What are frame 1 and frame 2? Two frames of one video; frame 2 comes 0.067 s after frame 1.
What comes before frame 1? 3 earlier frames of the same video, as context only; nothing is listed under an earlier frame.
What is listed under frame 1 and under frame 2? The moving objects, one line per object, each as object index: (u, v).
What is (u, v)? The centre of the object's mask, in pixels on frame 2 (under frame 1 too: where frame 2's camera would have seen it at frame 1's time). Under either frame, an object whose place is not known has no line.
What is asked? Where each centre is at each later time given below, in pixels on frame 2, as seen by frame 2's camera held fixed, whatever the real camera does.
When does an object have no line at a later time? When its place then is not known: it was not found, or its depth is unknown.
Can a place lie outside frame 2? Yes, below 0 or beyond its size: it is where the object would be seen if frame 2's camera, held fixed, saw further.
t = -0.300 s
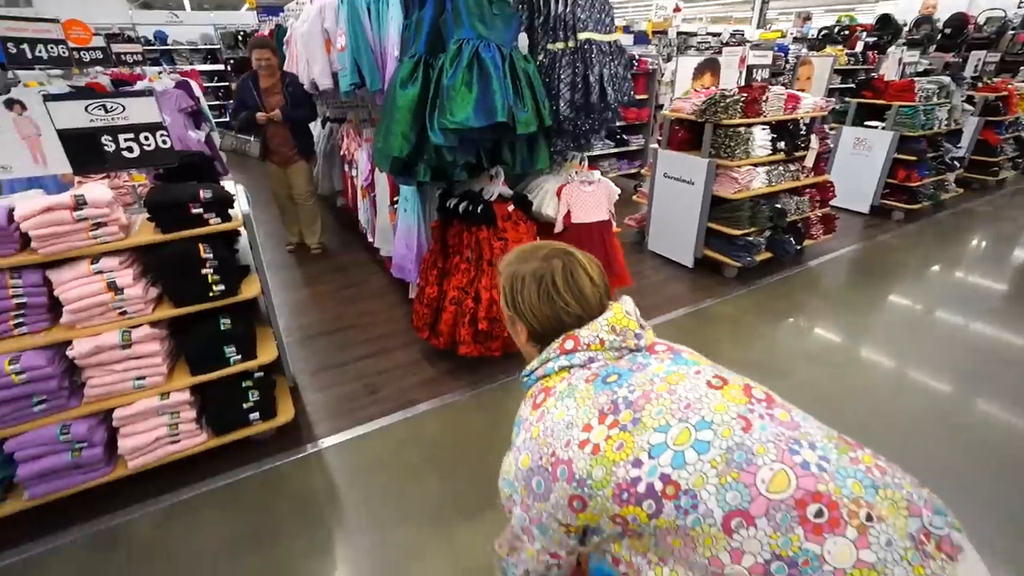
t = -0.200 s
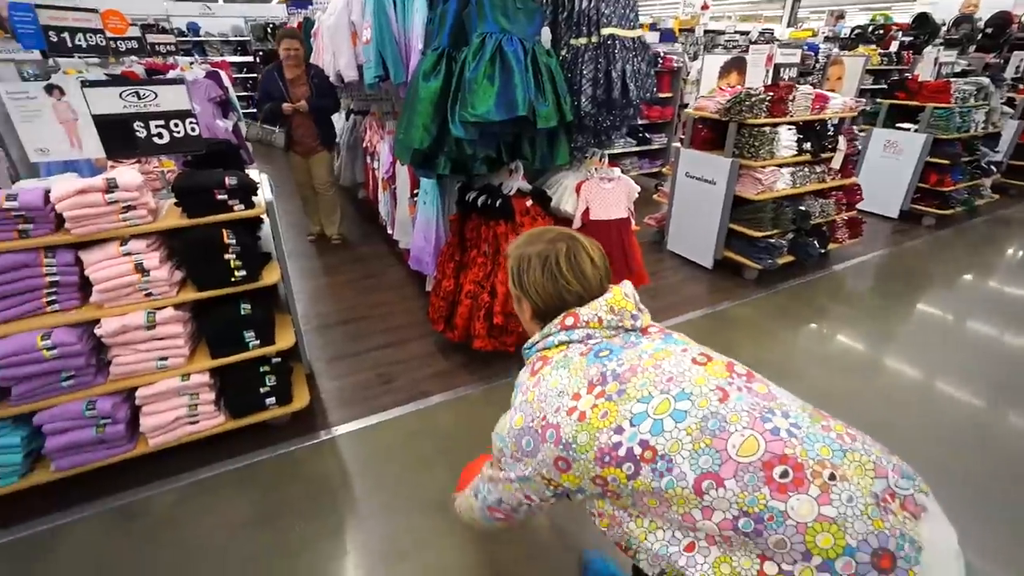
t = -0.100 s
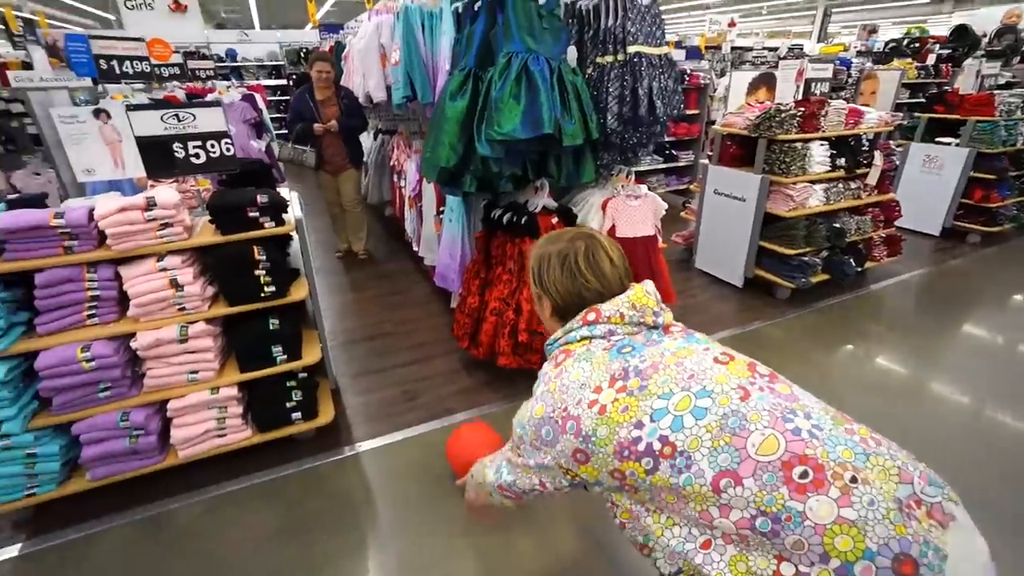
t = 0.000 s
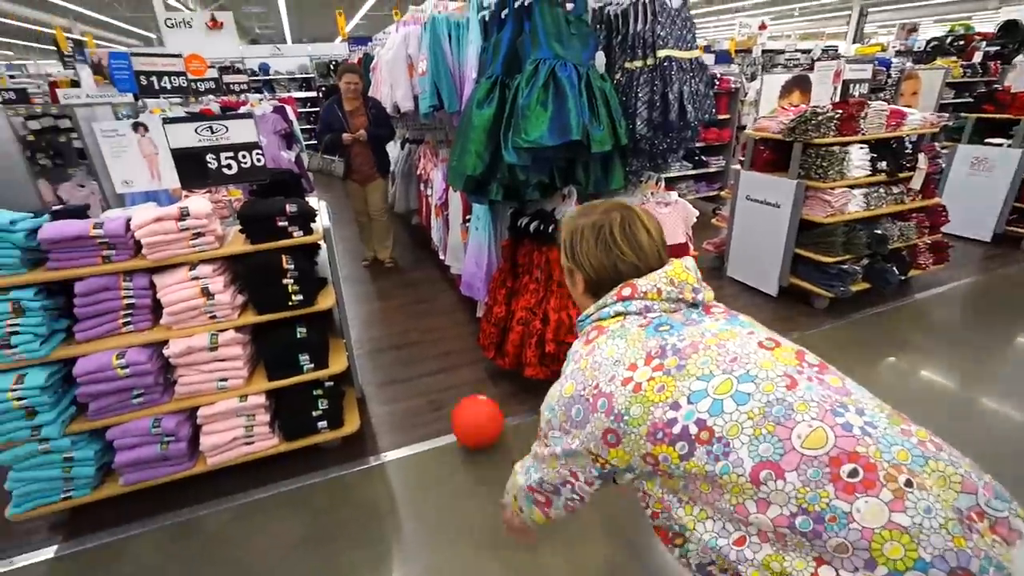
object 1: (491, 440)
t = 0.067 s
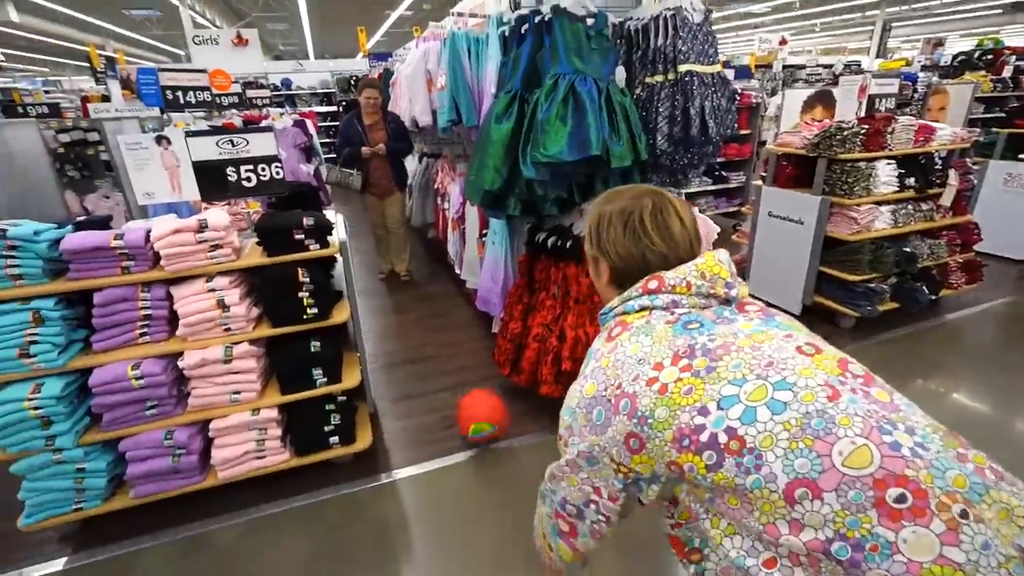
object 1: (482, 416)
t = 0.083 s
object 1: (480, 411)
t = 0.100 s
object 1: (478, 407)
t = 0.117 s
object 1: (475, 404)
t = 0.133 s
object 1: (474, 401)
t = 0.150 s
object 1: (472, 398)
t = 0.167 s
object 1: (470, 396)
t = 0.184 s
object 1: (469, 395)
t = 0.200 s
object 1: (467, 392)
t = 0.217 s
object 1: (465, 386)
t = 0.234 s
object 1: (463, 381)
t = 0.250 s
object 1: (461, 376)
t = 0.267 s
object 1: (459, 372)
